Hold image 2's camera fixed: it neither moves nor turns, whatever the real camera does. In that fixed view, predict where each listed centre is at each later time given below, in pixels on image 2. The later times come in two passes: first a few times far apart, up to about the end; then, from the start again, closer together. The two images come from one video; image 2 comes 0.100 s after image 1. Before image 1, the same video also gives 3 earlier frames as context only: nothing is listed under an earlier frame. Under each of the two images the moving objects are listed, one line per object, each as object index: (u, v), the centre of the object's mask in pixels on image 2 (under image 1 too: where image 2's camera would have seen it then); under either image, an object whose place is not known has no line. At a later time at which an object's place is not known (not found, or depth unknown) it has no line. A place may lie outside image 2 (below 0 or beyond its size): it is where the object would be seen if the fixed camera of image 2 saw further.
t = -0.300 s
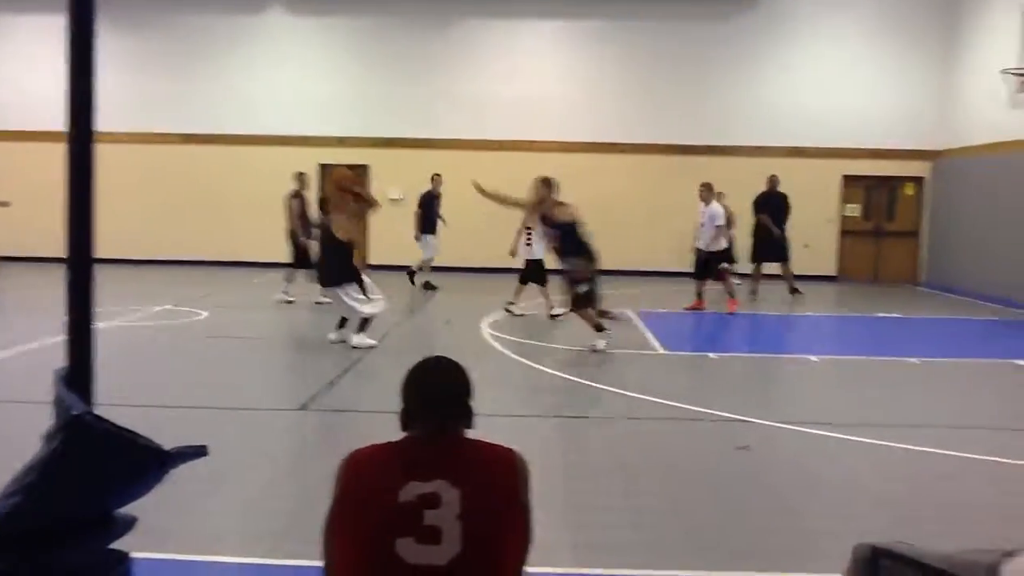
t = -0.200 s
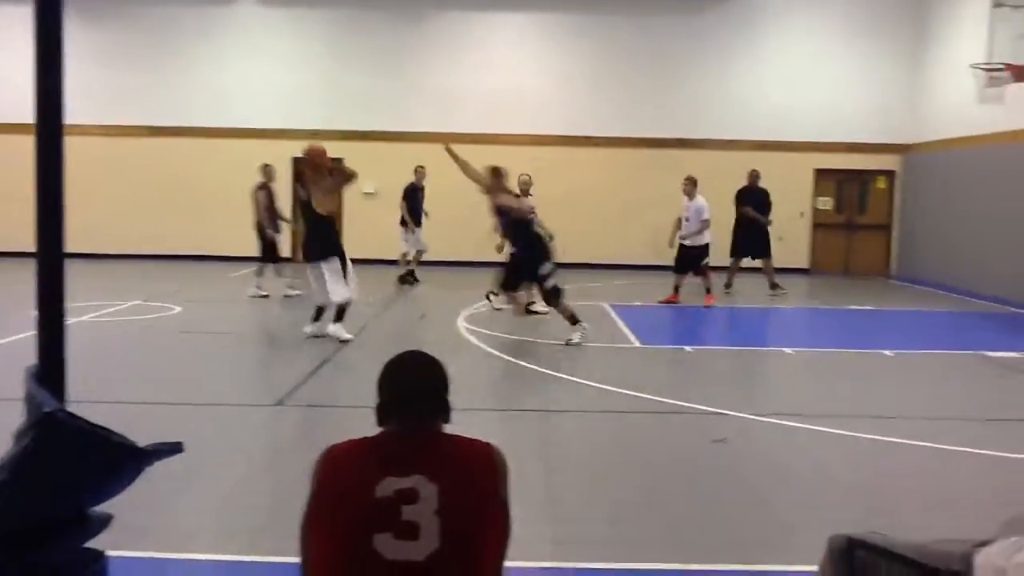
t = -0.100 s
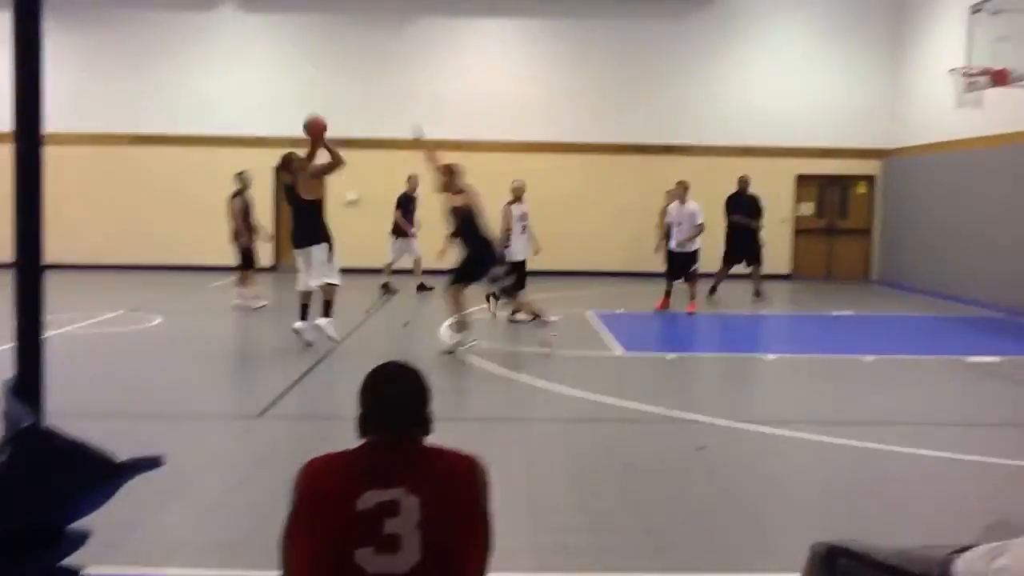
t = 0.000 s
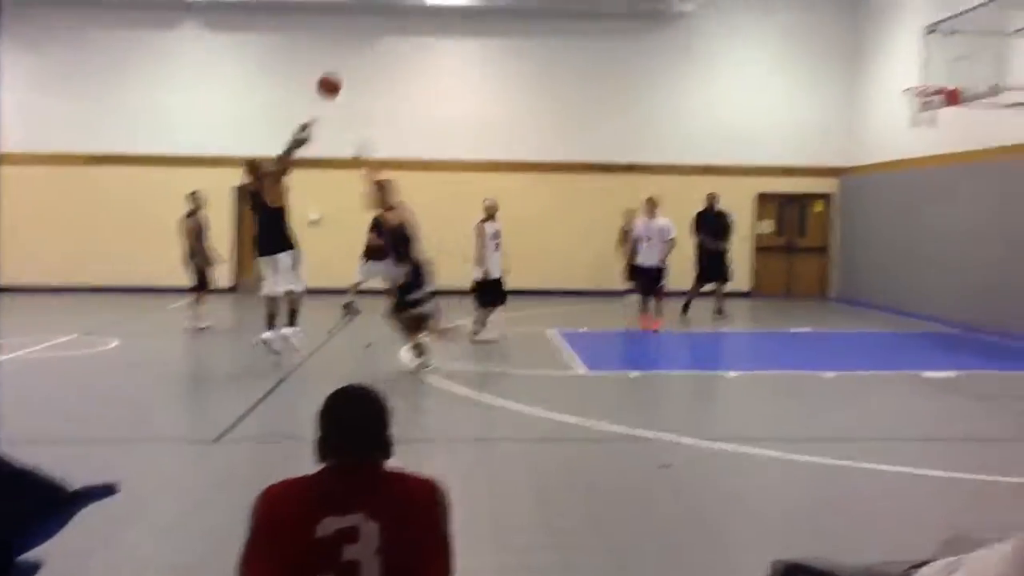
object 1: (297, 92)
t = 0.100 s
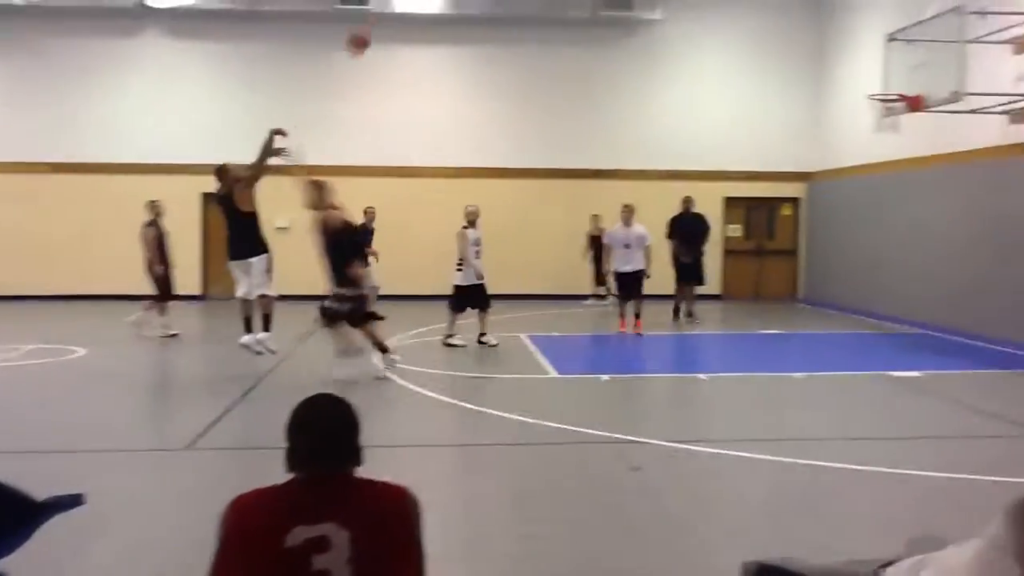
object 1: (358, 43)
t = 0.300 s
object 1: (476, -29)
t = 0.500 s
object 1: (582, -52)
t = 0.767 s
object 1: (709, -37)
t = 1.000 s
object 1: (810, 29)
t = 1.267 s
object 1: (877, 66)
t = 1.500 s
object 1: (896, 52)
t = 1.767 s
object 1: (890, 70)
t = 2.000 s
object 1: (880, 80)
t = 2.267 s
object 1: (881, 82)
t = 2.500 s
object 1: (880, 96)
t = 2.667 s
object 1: (879, 136)
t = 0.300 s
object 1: (476, -29)
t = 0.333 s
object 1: (494, -37)
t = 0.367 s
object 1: (512, -42)
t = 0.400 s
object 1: (531, -45)
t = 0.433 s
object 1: (548, -47)
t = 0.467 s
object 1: (565, -49)
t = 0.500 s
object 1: (582, -52)
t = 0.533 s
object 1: (600, -54)
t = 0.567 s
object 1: (617, -56)
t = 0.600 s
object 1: (634, -55)
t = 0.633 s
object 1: (649, -54)
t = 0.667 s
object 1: (665, -51)
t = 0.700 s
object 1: (680, -47)
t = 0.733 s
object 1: (695, -43)
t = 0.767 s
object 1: (709, -37)
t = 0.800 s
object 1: (723, -30)
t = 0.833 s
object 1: (738, -20)
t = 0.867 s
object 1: (753, -12)
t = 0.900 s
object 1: (768, -2)
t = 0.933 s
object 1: (783, 7)
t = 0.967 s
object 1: (797, 18)
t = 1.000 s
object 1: (810, 29)
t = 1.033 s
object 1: (823, 44)
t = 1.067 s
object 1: (837, 58)
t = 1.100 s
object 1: (851, 72)
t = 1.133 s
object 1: (864, 86)
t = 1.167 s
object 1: (869, 84)
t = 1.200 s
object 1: (871, 77)
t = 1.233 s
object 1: (874, 71)
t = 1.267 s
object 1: (877, 66)
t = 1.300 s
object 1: (880, 61)
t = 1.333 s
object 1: (883, 57)
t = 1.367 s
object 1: (886, 54)
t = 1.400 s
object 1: (888, 52)
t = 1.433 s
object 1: (891, 52)
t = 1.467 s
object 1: (893, 52)
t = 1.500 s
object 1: (896, 52)
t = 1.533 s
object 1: (899, 54)
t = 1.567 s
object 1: (902, 56)
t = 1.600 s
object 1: (904, 59)
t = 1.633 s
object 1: (902, 60)
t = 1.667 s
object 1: (900, 60)
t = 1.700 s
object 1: (896, 63)
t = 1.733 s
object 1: (893, 66)
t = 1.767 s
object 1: (890, 70)
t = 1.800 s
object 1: (888, 74)
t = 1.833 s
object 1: (885, 79)
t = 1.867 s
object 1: (882, 85)
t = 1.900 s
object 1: (880, 90)
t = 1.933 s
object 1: (880, 86)
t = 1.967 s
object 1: (880, 83)
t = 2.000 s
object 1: (880, 80)
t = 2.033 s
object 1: (880, 79)
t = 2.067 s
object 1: (880, 78)
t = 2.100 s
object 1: (880, 78)
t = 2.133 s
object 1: (880, 80)
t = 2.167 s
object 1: (881, 82)
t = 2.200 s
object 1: (880, 85)
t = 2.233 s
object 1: (880, 84)
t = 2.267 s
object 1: (881, 82)
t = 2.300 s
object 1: (881, 81)
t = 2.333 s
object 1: (881, 81)
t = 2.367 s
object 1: (881, 82)
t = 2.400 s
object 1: (881, 84)
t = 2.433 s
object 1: (880, 87)
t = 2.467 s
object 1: (880, 92)
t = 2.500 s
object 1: (880, 96)
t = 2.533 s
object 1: (880, 102)
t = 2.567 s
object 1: (880, 109)
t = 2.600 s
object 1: (879, 117)
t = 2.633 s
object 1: (879, 126)
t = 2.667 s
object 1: (879, 136)
